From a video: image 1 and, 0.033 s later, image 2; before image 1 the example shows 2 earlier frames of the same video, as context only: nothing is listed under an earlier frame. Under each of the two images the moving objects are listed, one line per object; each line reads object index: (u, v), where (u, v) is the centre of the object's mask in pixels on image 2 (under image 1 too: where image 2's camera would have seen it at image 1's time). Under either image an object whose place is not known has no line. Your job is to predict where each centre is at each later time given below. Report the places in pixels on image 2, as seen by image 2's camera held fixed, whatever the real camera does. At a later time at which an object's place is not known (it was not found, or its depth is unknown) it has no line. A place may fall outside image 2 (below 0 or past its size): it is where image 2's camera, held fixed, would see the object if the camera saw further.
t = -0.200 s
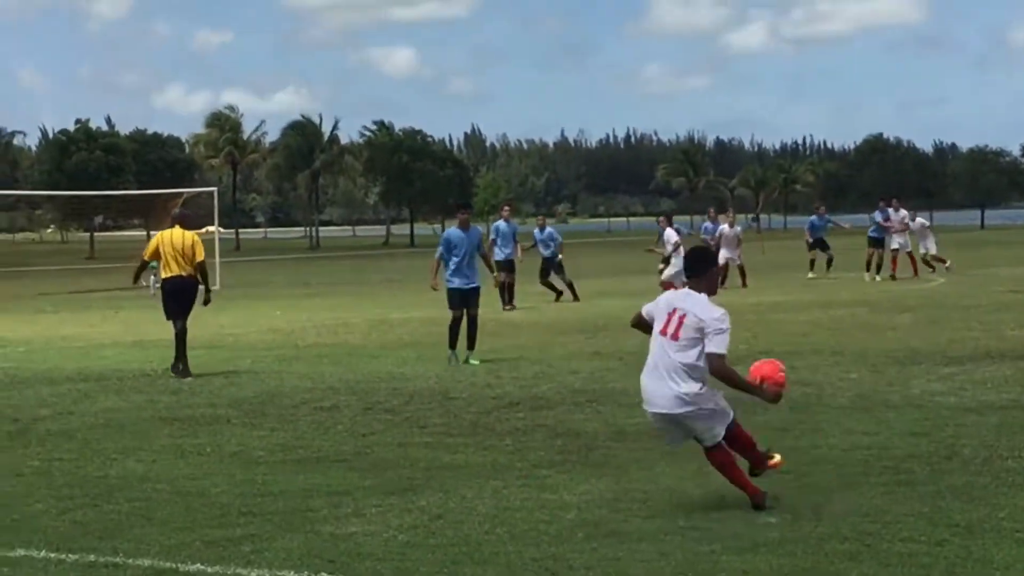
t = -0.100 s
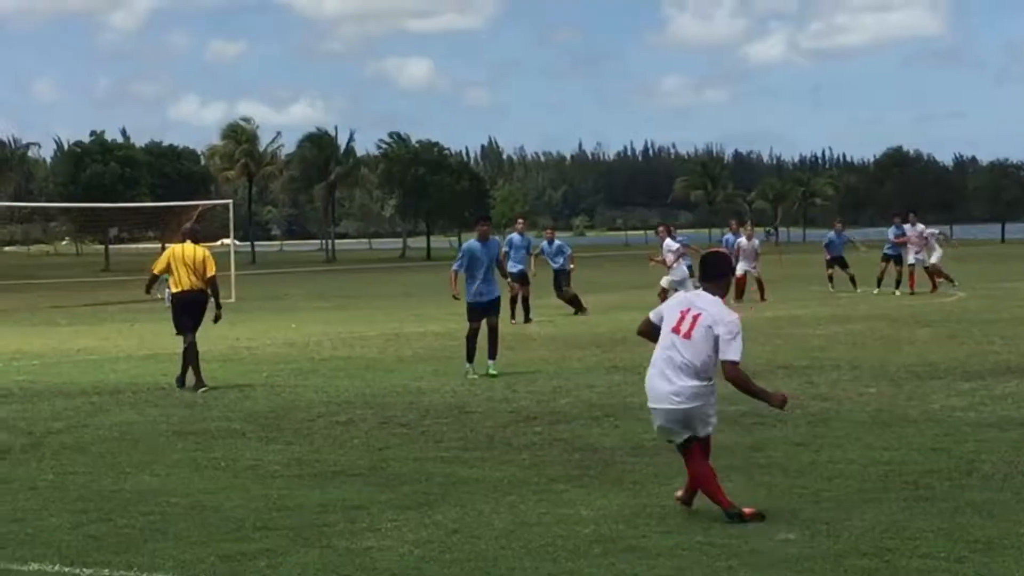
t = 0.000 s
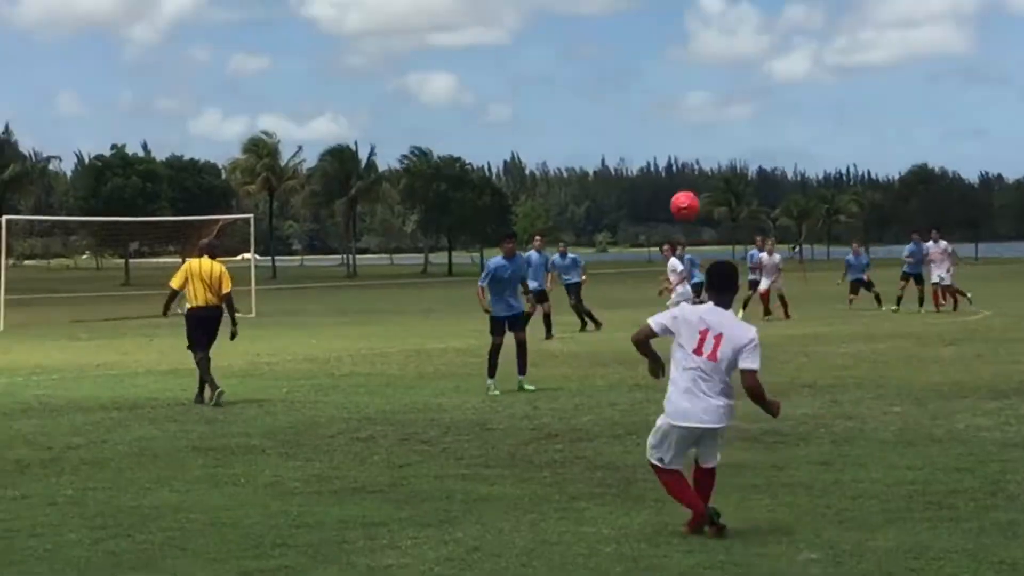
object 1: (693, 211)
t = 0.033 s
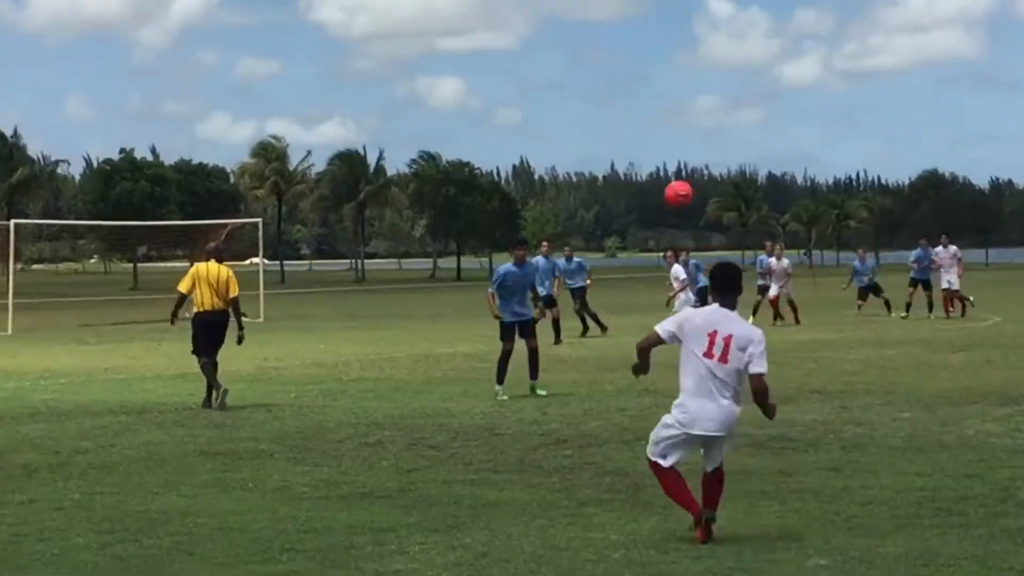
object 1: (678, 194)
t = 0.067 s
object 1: (664, 180)
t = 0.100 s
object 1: (651, 172)
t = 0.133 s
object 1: (640, 164)
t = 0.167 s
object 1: (628, 160)
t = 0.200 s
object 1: (618, 156)
